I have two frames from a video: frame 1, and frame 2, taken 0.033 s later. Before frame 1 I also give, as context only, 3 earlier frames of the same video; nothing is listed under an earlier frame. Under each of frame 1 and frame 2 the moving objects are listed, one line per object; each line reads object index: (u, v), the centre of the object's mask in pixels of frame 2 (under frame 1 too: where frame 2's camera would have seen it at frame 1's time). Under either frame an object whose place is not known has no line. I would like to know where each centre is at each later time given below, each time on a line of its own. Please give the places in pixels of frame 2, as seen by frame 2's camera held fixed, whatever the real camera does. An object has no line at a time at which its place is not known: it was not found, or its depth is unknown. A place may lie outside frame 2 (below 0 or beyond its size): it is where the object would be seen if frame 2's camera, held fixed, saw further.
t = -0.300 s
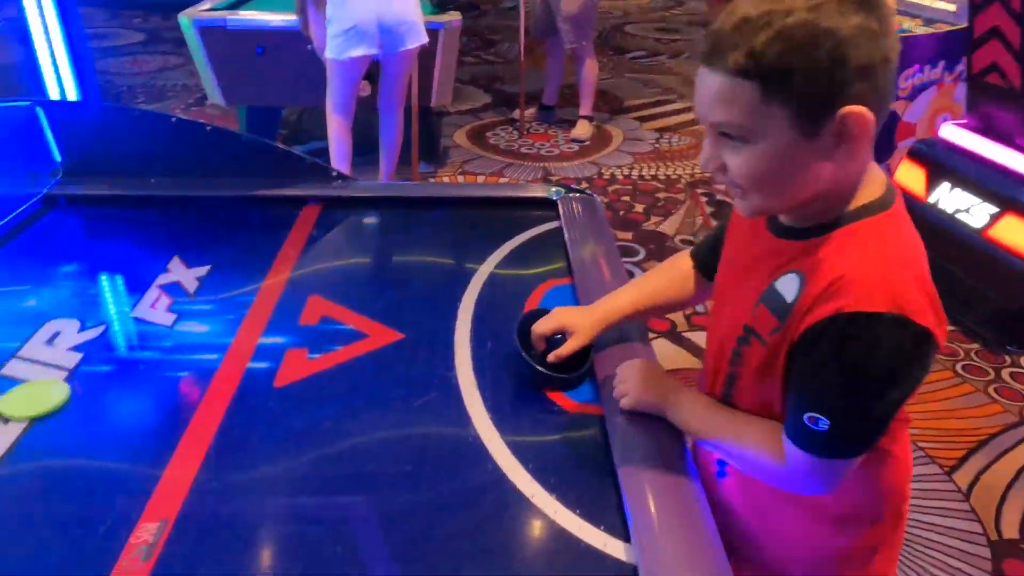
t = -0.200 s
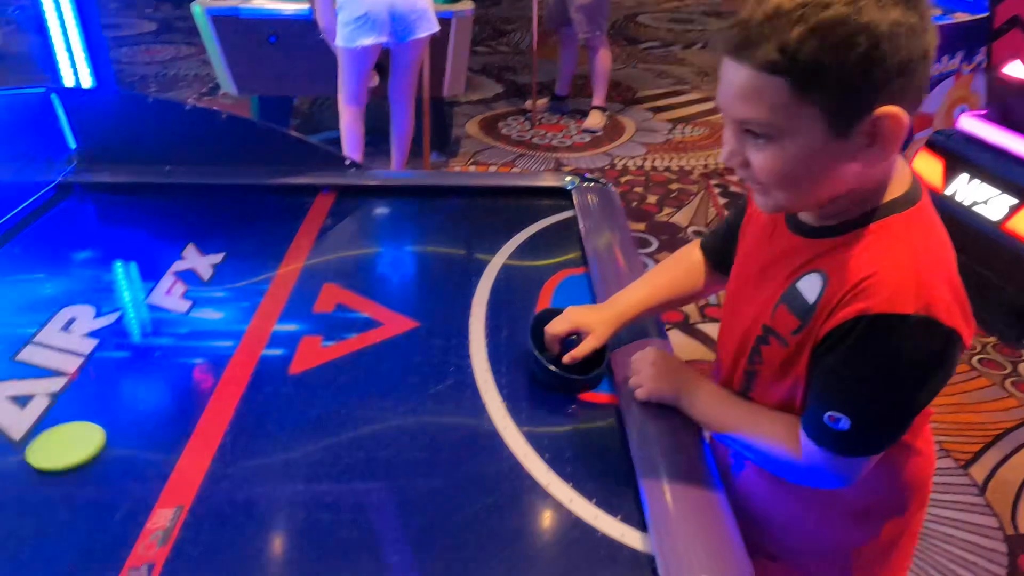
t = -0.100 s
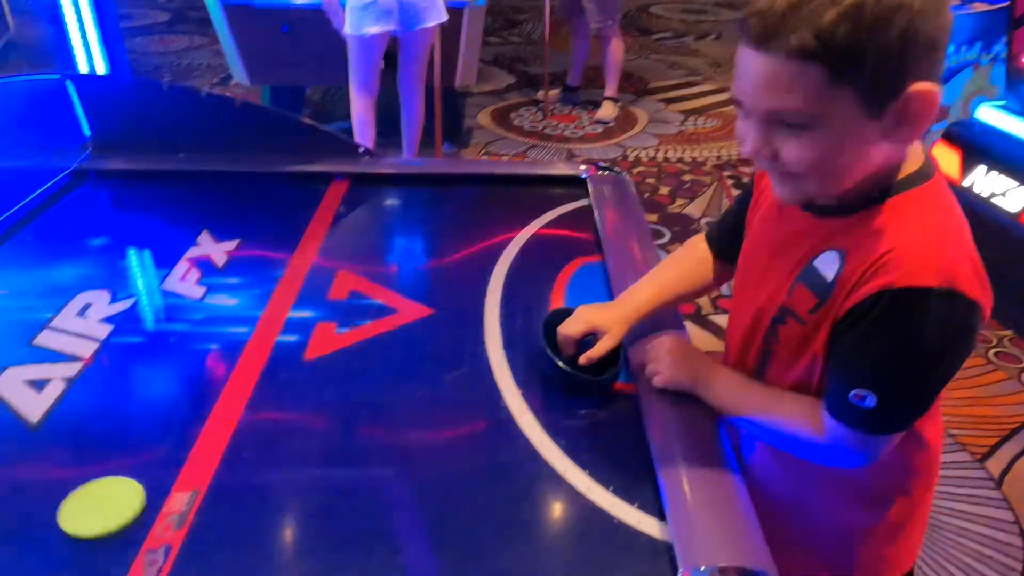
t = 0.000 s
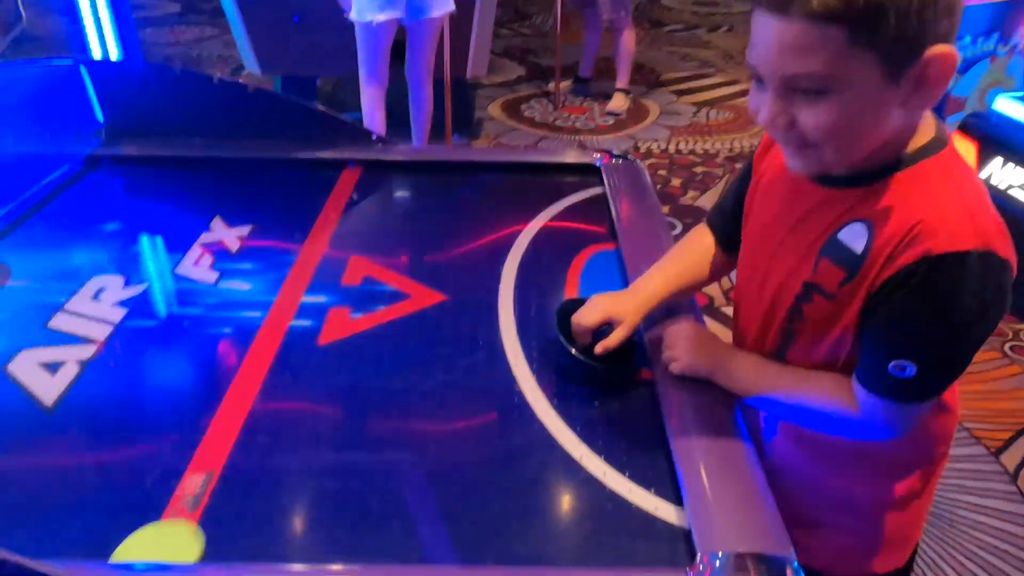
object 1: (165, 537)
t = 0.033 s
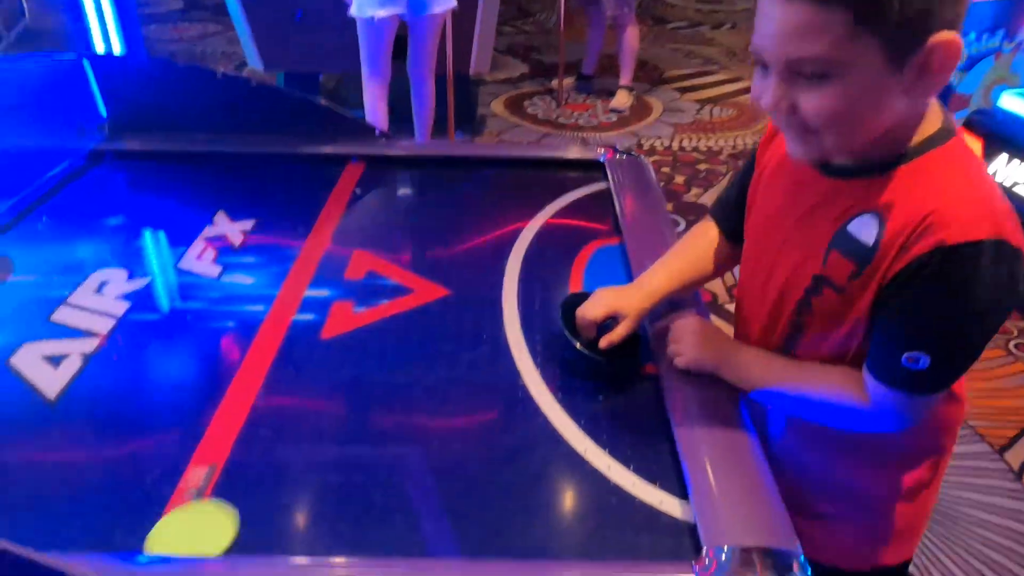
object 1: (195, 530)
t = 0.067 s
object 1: (224, 522)
